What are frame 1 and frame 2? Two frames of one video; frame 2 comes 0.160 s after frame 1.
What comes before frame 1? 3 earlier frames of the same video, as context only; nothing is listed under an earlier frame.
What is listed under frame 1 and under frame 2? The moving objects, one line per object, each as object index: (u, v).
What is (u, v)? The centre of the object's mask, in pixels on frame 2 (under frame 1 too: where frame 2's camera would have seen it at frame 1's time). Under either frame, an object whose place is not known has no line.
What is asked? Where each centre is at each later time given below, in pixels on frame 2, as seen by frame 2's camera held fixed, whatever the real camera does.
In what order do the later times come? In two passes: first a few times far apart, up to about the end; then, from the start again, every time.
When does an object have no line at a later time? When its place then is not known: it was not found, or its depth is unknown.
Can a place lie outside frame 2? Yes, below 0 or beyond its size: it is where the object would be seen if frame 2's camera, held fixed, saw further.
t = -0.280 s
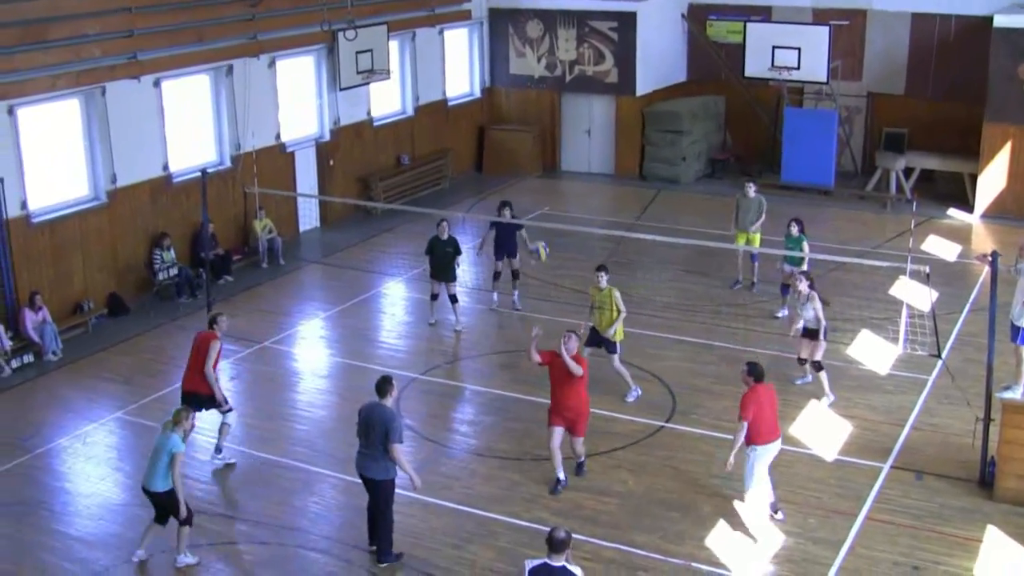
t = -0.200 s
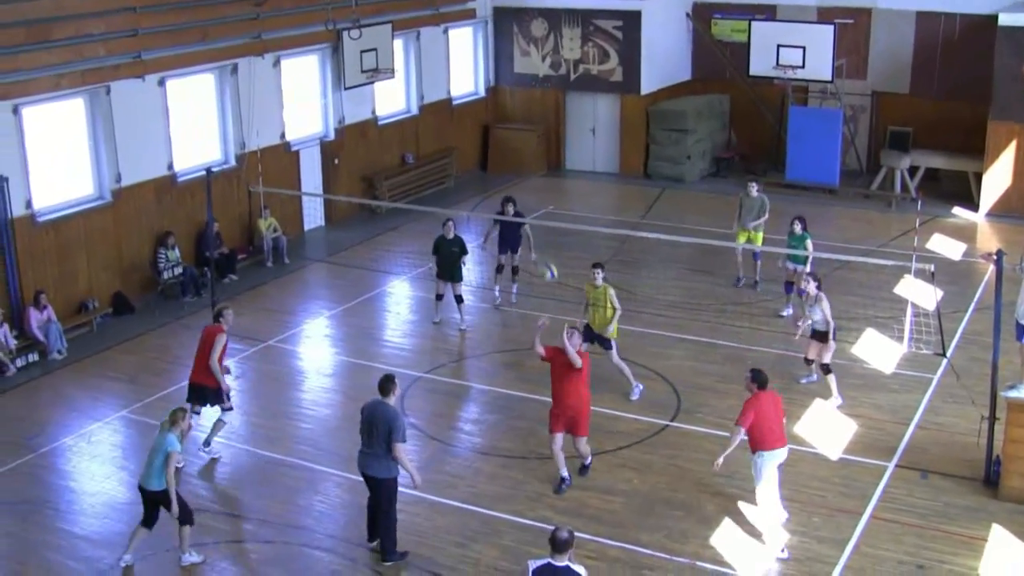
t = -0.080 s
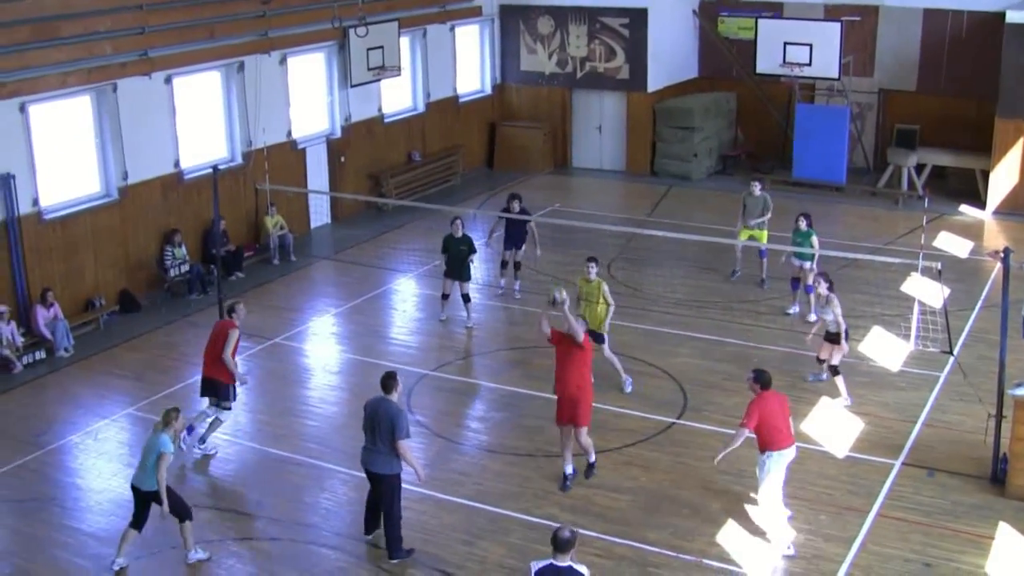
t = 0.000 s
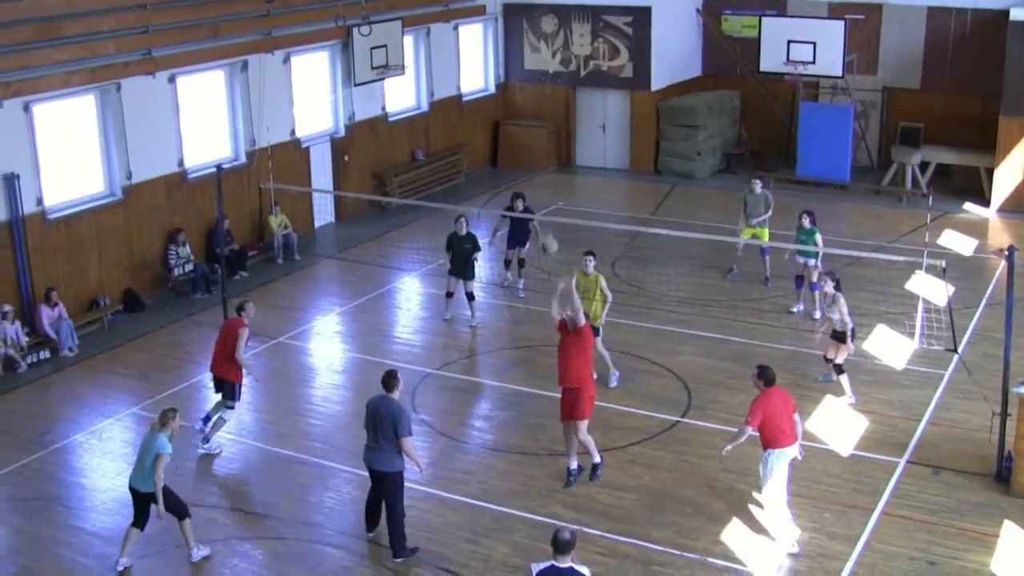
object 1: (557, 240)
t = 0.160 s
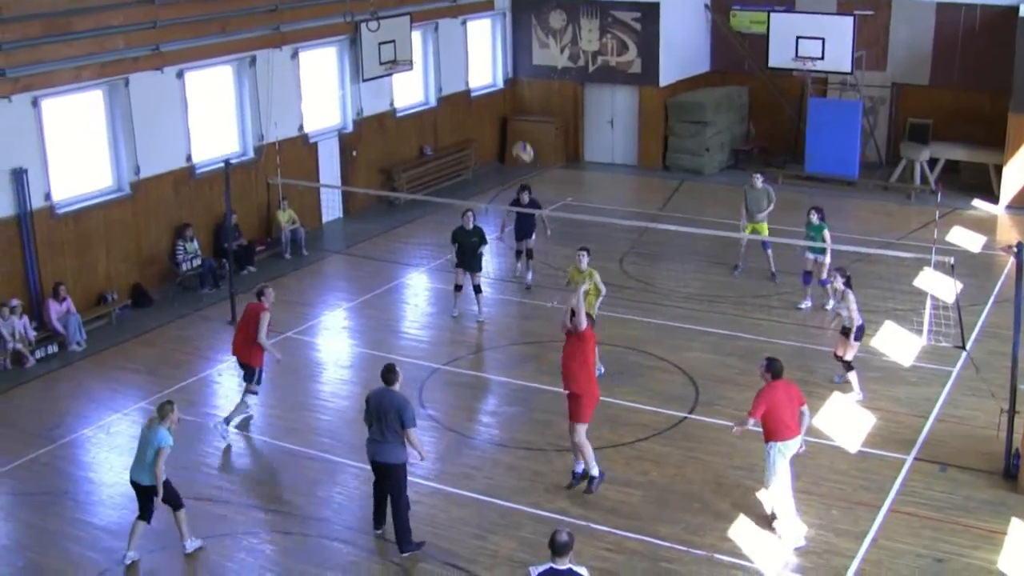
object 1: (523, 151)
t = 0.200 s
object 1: (515, 133)
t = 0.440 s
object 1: (470, 62)
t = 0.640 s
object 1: (437, 42)
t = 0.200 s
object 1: (515, 133)
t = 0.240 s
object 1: (507, 118)
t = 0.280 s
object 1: (501, 105)
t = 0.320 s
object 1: (494, 92)
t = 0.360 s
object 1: (486, 81)
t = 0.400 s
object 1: (477, 70)
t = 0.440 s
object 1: (470, 62)
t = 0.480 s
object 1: (463, 55)
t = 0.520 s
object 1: (456, 50)
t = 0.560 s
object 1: (450, 46)
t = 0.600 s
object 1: (443, 44)
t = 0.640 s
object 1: (437, 42)
